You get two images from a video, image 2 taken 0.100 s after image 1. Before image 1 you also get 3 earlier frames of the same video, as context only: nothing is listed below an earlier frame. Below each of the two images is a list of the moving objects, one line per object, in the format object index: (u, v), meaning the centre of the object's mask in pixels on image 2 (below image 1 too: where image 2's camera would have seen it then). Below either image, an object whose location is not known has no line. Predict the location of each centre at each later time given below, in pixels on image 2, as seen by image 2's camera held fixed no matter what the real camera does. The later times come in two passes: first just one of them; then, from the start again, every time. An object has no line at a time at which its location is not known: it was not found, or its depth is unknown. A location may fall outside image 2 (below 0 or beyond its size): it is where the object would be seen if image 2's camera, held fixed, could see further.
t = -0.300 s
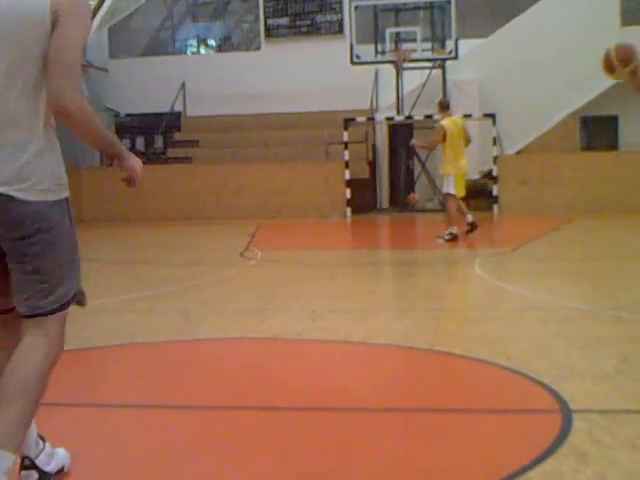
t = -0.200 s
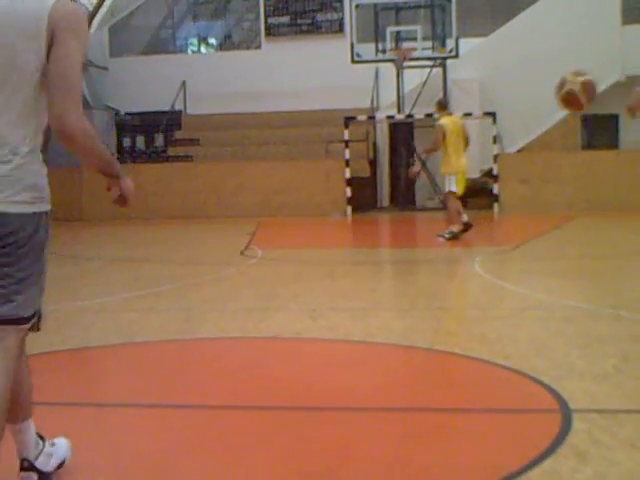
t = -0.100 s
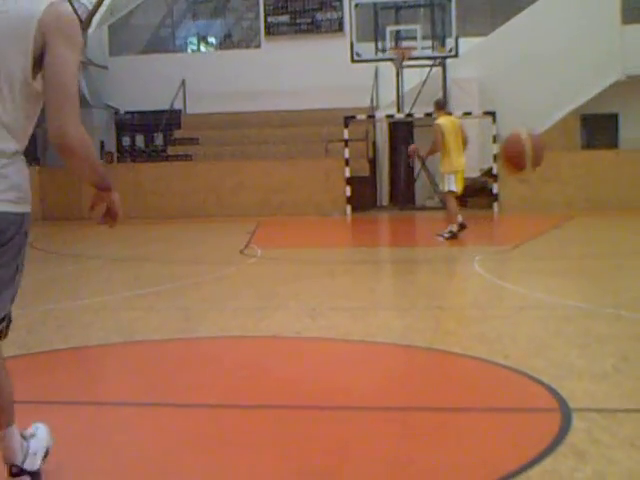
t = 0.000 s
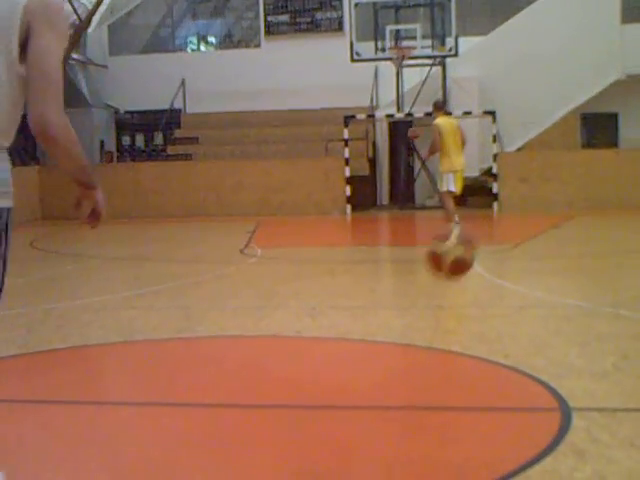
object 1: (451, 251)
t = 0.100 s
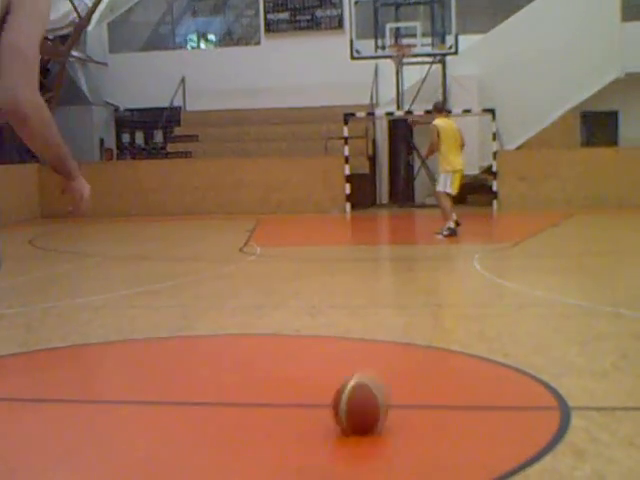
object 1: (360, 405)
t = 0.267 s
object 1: (258, 271)
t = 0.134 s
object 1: (341, 380)
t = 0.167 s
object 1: (321, 352)
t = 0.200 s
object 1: (301, 324)
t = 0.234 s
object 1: (280, 296)
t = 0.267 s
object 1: (258, 271)
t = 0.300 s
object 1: (235, 247)
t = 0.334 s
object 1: (210, 226)
